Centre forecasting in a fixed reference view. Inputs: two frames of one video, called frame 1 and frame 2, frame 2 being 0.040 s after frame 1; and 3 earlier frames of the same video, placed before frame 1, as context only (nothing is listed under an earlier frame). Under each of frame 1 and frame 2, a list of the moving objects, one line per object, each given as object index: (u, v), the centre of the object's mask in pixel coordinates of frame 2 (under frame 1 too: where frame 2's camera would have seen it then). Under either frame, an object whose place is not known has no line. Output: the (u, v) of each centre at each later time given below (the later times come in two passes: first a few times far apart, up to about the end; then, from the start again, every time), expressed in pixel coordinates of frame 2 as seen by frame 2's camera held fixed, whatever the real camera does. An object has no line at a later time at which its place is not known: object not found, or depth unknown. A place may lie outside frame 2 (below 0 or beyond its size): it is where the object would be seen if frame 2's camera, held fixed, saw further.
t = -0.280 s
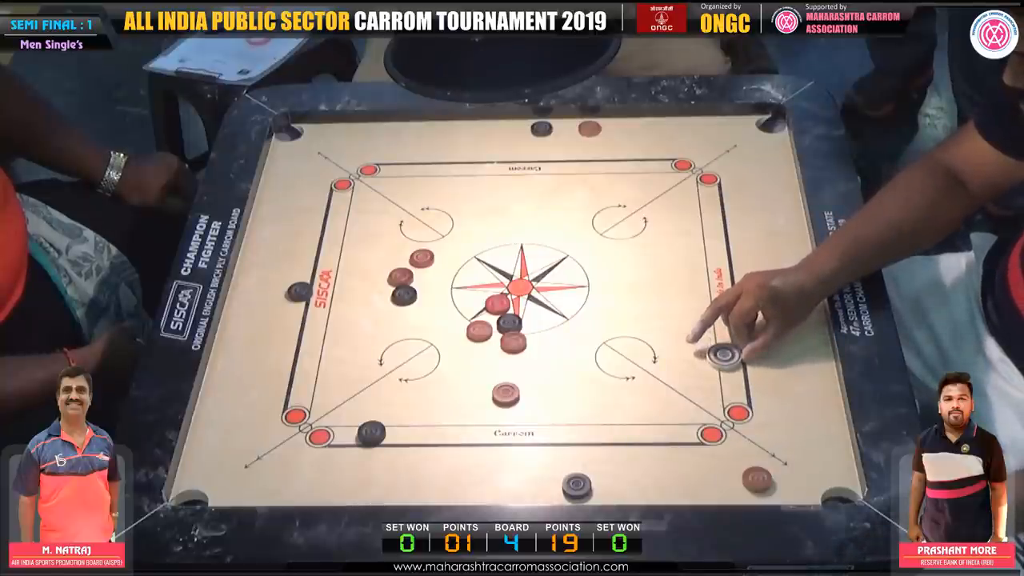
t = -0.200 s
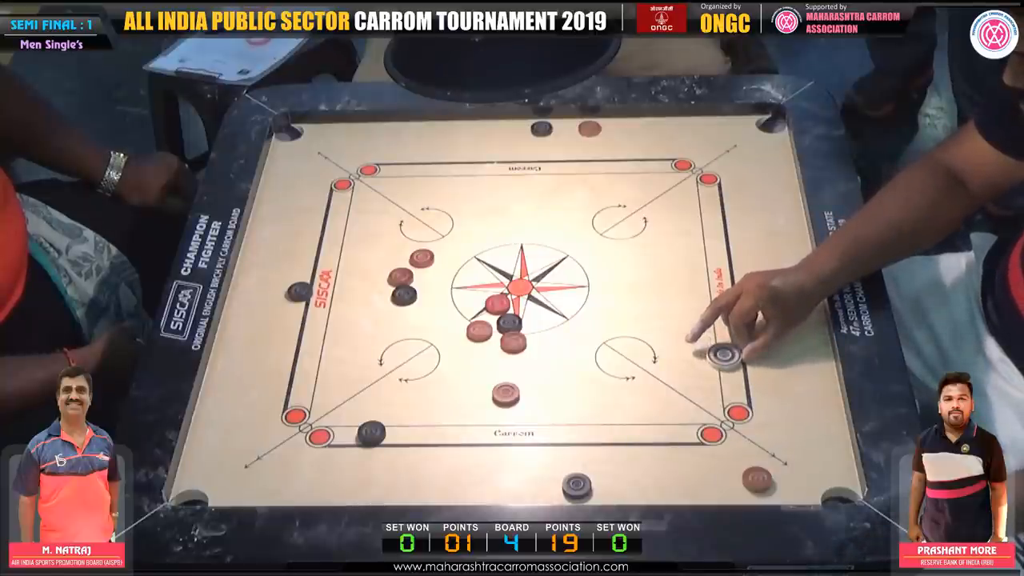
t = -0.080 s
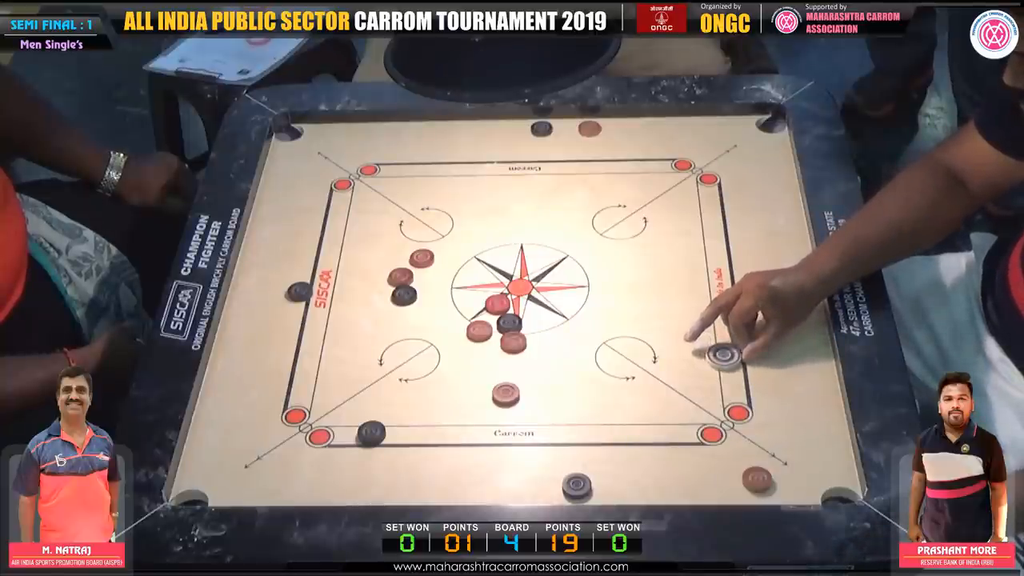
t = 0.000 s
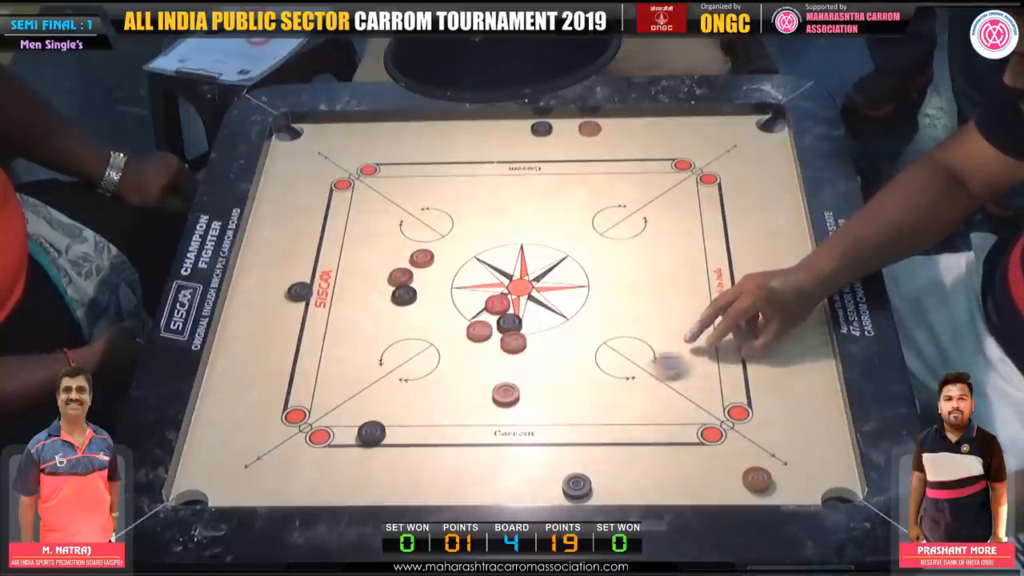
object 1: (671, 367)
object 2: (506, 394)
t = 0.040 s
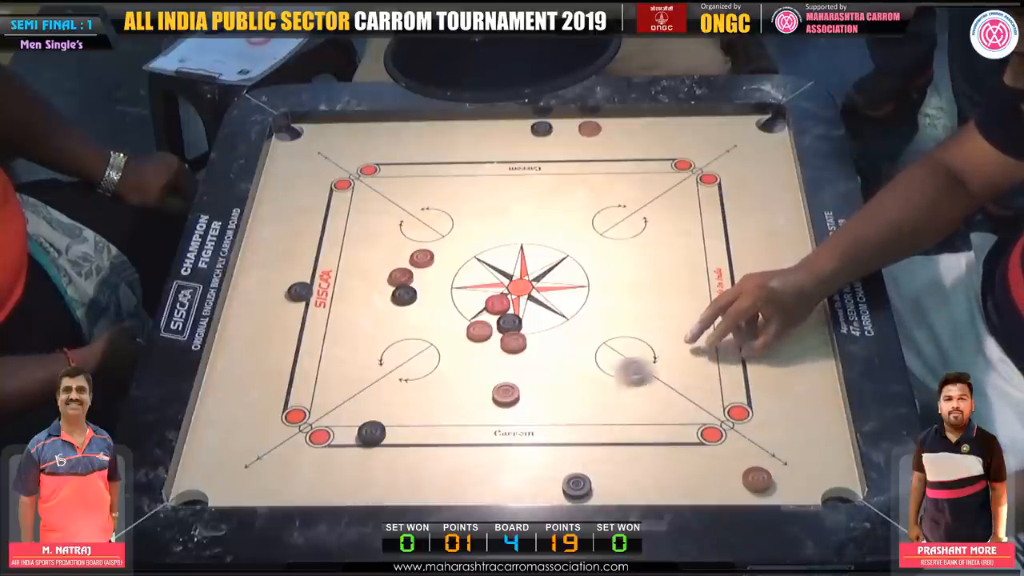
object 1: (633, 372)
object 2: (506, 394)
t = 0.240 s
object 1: (502, 388)
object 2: (423, 416)
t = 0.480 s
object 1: (449, 390)
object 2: (391, 414)
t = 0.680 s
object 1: (441, 390)
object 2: (391, 414)
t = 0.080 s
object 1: (598, 377)
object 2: (506, 394)
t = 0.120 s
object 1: (565, 382)
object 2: (505, 394)
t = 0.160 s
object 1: (534, 386)
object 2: (502, 395)
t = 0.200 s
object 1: (517, 387)
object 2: (462, 406)
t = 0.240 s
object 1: (502, 388)
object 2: (423, 416)
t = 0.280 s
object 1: (490, 388)
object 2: (395, 422)
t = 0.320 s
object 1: (479, 388)
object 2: (392, 419)
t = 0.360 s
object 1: (469, 389)
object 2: (391, 417)
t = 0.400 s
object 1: (461, 390)
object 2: (391, 415)
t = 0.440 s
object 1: (454, 389)
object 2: (391, 415)
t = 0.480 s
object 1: (449, 390)
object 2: (391, 414)
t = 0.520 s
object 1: (445, 390)
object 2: (391, 414)
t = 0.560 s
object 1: (443, 390)
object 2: (391, 414)
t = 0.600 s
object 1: (442, 390)
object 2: (391, 414)
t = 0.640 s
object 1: (441, 390)
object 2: (391, 414)
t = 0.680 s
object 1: (441, 390)
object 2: (391, 414)
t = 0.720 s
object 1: (442, 389)
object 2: (391, 414)
